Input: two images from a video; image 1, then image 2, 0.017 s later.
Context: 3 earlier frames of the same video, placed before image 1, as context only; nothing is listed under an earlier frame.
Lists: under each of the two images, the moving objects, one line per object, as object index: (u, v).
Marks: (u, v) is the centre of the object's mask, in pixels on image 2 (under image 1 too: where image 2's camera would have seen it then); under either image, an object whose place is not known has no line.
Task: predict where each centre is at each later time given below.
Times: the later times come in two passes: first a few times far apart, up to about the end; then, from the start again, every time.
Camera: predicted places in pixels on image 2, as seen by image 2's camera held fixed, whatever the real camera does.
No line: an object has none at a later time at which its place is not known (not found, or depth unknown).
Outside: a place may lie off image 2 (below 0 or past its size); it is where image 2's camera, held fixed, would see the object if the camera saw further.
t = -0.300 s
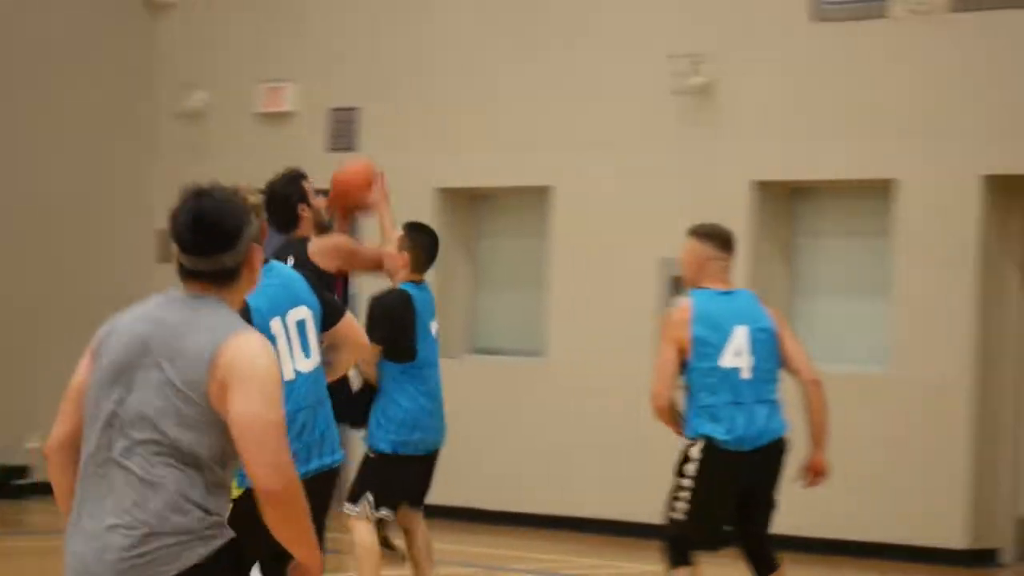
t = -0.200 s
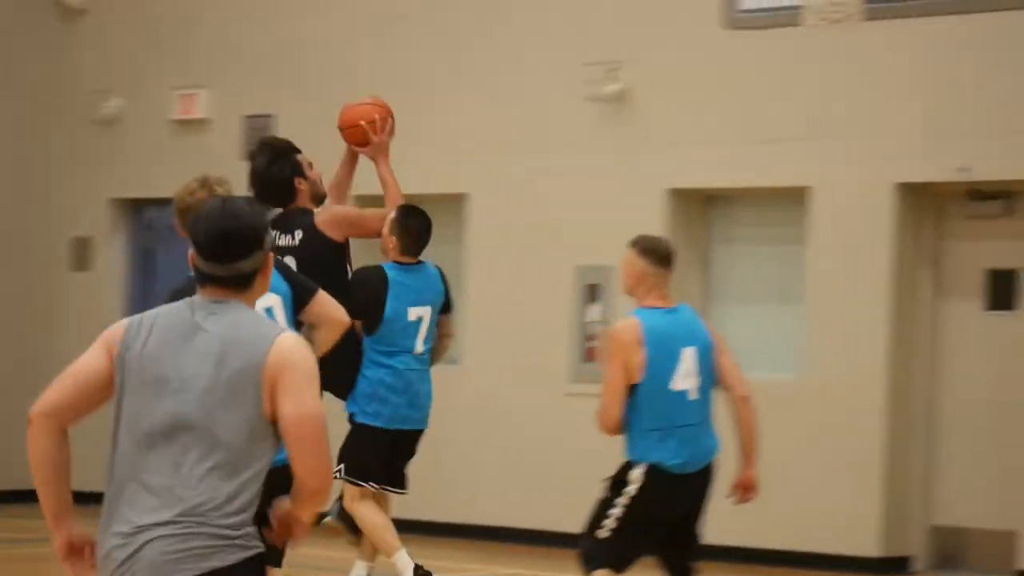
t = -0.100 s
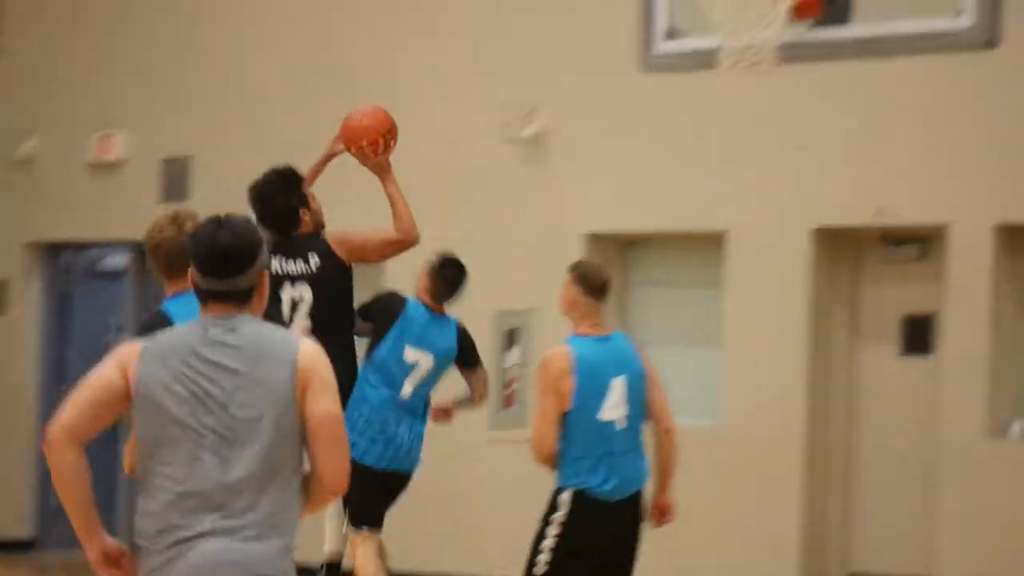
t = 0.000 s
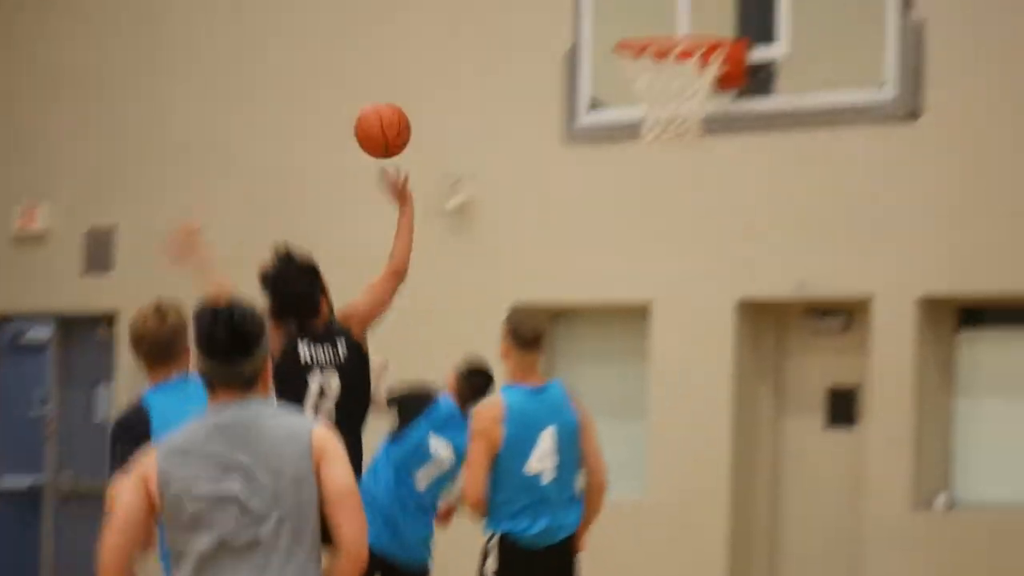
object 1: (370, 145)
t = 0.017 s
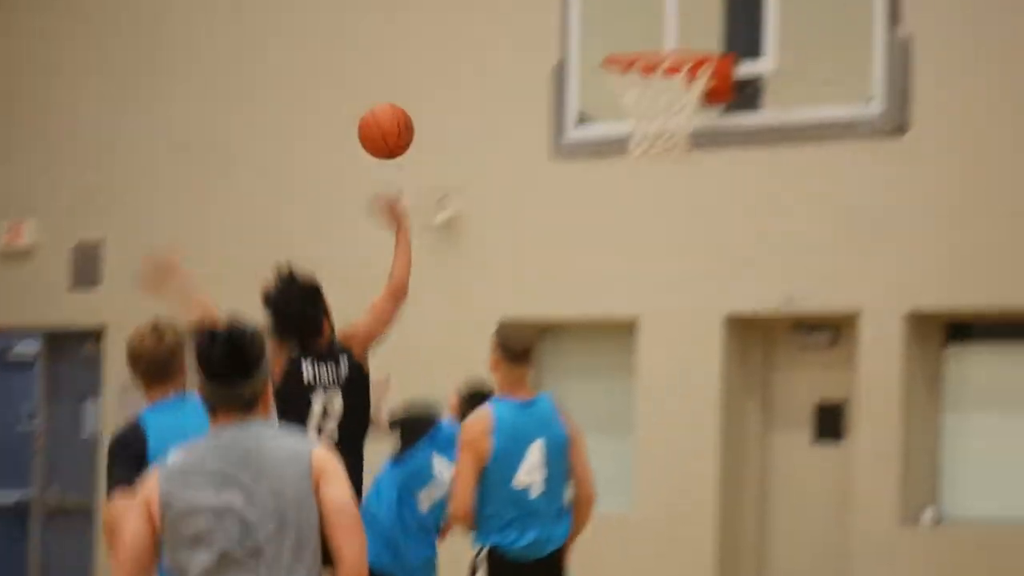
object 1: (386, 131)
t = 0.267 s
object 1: (612, 8)
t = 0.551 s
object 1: (639, 40)
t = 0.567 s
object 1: (643, 38)
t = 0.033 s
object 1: (401, 117)
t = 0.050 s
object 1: (416, 105)
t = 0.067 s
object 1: (432, 93)
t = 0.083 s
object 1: (446, 81)
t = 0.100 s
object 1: (462, 71)
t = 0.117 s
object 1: (477, 62)
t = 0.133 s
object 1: (493, 53)
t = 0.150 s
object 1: (508, 45)
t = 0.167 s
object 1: (523, 39)
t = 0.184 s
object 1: (539, 33)
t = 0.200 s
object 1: (554, 27)
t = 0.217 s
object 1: (569, 22)
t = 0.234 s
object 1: (583, 17)
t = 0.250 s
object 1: (598, 12)
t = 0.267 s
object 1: (612, 8)
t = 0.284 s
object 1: (626, 6)
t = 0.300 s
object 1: (641, 3)
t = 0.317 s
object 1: (657, 2)
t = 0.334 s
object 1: (671, 1)
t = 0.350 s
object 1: (673, 2)
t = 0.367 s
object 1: (669, 5)
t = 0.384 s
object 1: (665, 8)
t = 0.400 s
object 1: (661, 11)
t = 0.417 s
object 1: (657, 14)
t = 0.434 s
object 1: (653, 19)
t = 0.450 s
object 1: (648, 23)
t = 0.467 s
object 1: (644, 29)
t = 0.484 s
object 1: (640, 34)
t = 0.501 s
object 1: (636, 39)
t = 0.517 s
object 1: (632, 44)
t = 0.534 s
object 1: (635, 43)
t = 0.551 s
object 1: (639, 40)
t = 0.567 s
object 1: (643, 38)
